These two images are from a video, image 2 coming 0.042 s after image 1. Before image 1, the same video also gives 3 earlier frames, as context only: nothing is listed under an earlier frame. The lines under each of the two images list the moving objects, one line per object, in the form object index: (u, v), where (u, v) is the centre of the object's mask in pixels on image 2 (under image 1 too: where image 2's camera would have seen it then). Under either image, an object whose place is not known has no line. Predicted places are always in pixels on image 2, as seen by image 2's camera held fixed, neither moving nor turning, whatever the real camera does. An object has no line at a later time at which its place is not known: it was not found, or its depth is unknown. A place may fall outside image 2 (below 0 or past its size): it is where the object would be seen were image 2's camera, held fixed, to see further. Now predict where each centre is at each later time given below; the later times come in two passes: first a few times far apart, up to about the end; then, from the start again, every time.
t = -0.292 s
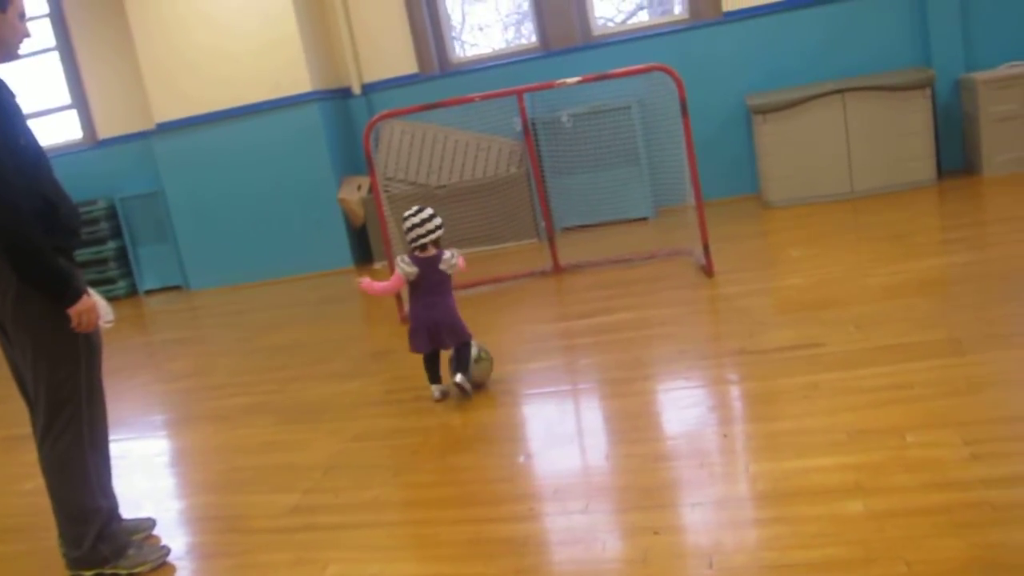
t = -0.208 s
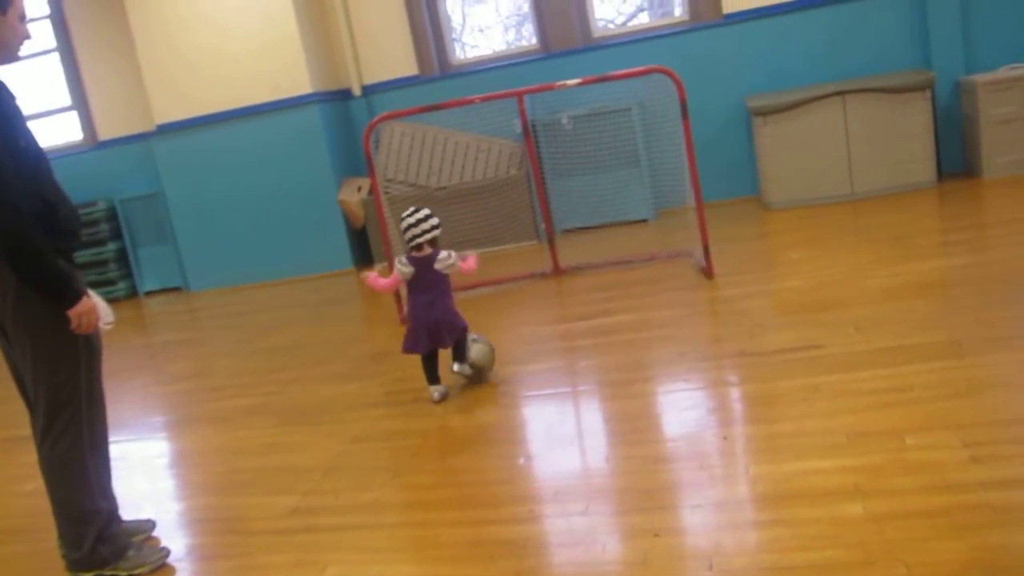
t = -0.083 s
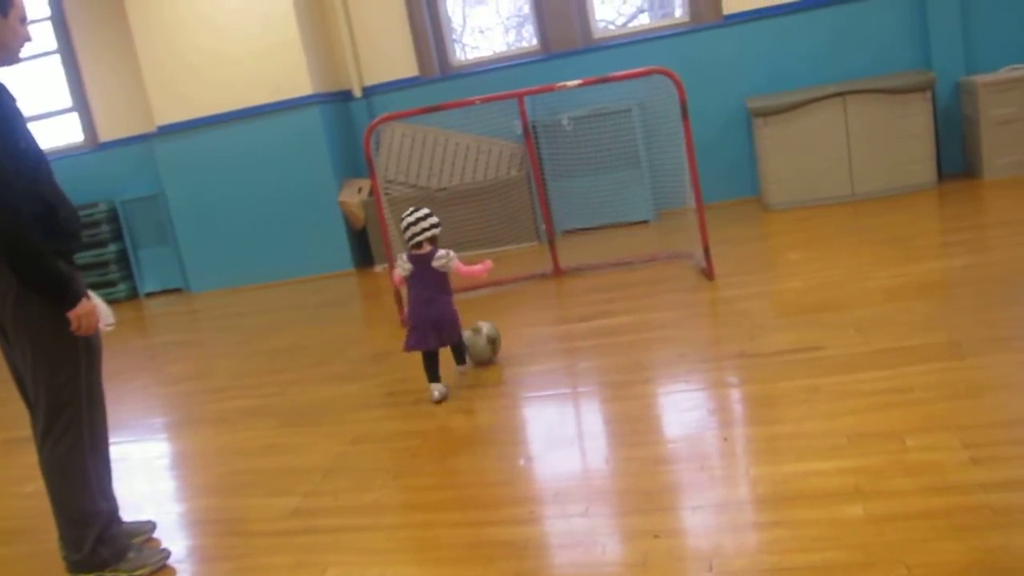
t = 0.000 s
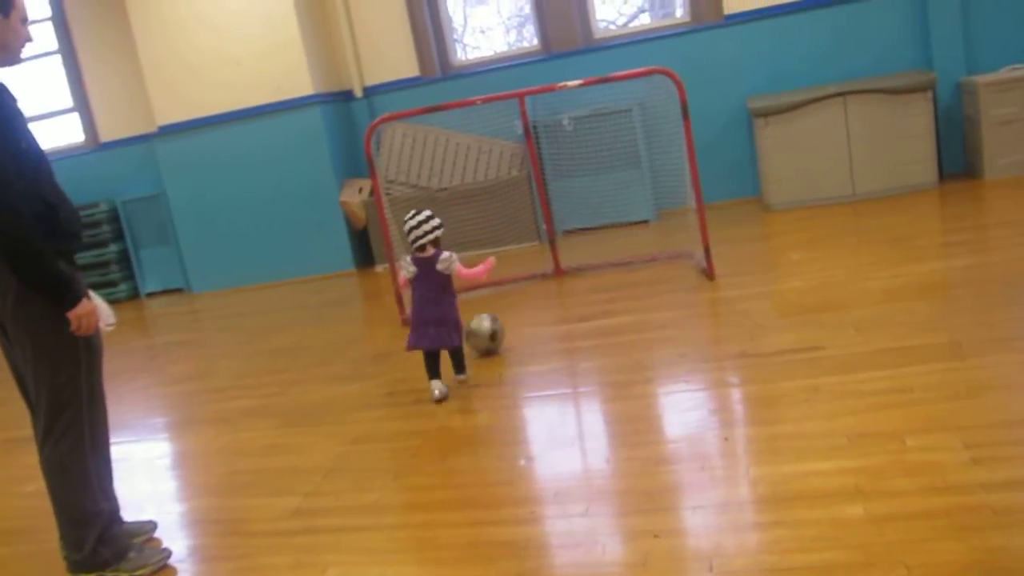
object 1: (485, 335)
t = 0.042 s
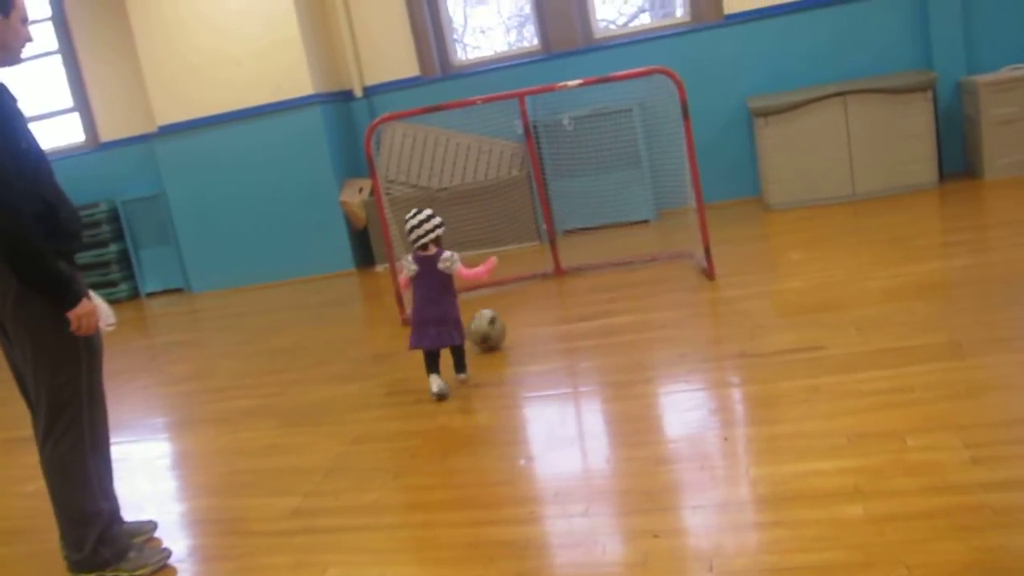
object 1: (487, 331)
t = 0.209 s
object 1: (492, 317)
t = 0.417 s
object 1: (498, 302)
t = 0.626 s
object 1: (505, 288)
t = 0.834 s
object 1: (511, 277)
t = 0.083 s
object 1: (488, 327)
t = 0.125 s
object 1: (490, 323)
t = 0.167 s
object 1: (490, 320)
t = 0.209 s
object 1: (492, 317)
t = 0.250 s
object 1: (493, 314)
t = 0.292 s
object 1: (495, 310)
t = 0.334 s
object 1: (495, 307)
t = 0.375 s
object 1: (496, 305)
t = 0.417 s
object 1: (498, 302)
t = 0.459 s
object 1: (499, 299)
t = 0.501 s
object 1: (501, 296)
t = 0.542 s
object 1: (502, 294)
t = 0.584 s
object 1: (503, 291)
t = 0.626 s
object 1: (505, 288)
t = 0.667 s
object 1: (506, 286)
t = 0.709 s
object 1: (507, 284)
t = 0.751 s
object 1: (508, 282)
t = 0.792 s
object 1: (509, 279)
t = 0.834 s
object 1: (511, 277)
